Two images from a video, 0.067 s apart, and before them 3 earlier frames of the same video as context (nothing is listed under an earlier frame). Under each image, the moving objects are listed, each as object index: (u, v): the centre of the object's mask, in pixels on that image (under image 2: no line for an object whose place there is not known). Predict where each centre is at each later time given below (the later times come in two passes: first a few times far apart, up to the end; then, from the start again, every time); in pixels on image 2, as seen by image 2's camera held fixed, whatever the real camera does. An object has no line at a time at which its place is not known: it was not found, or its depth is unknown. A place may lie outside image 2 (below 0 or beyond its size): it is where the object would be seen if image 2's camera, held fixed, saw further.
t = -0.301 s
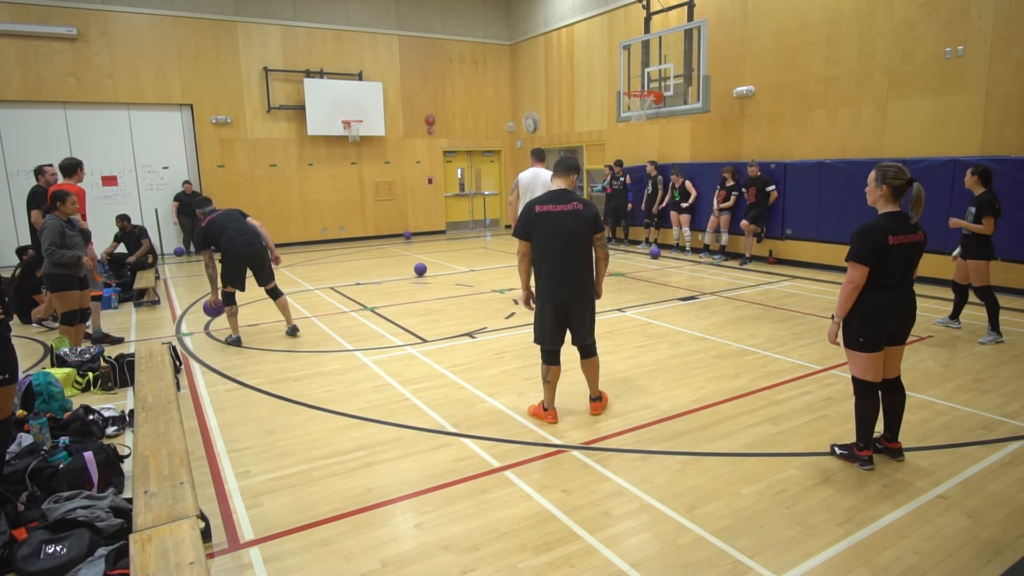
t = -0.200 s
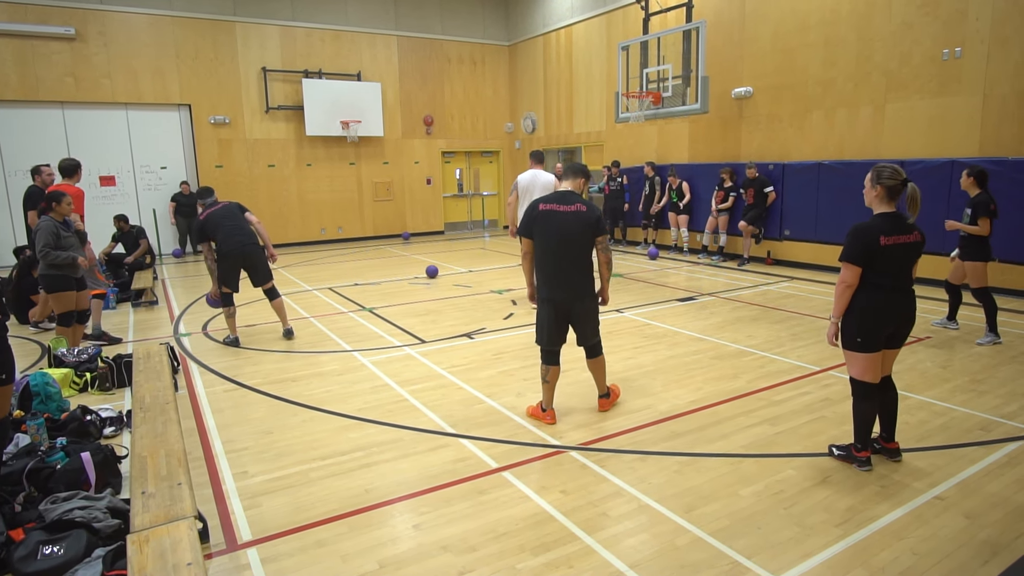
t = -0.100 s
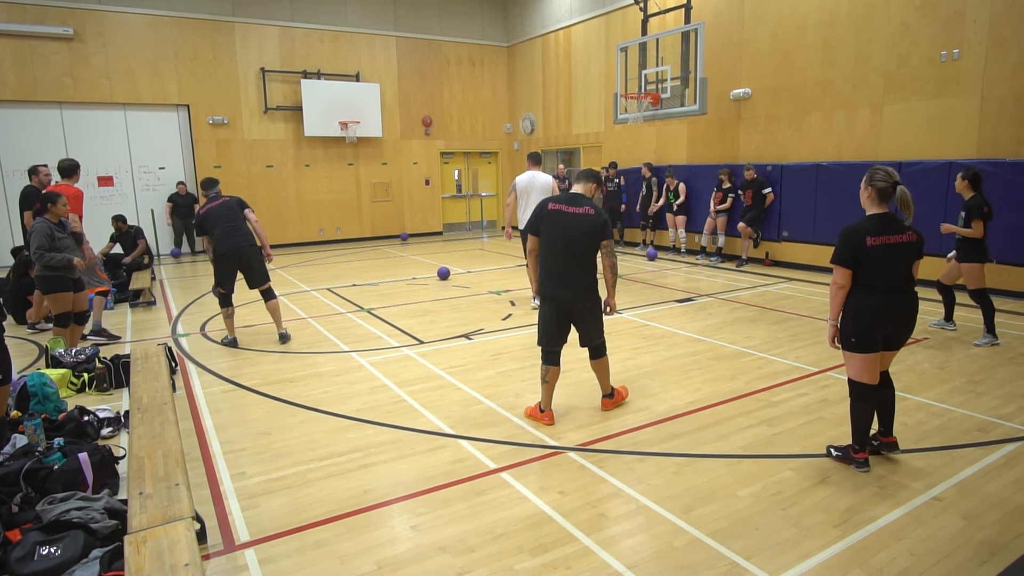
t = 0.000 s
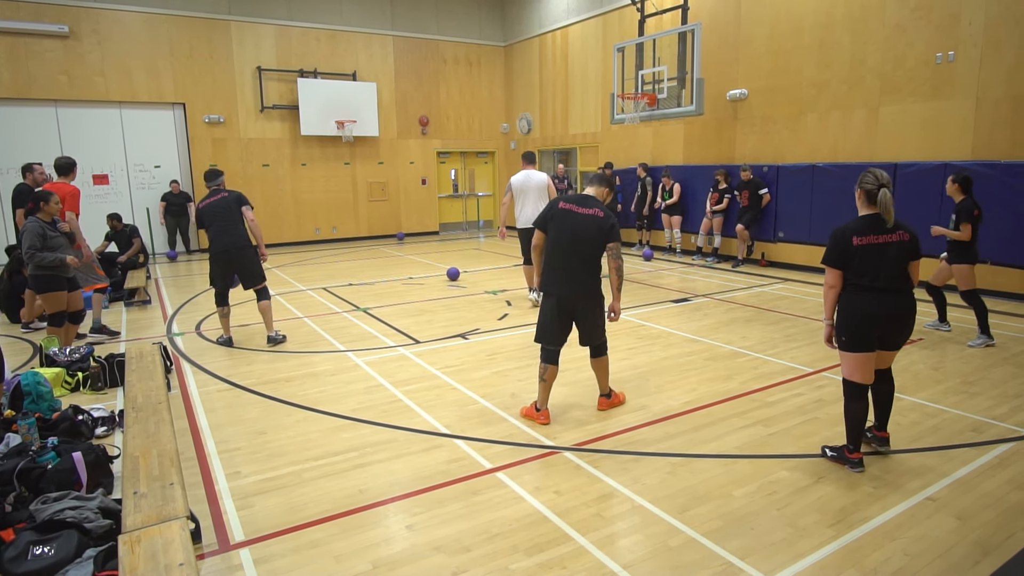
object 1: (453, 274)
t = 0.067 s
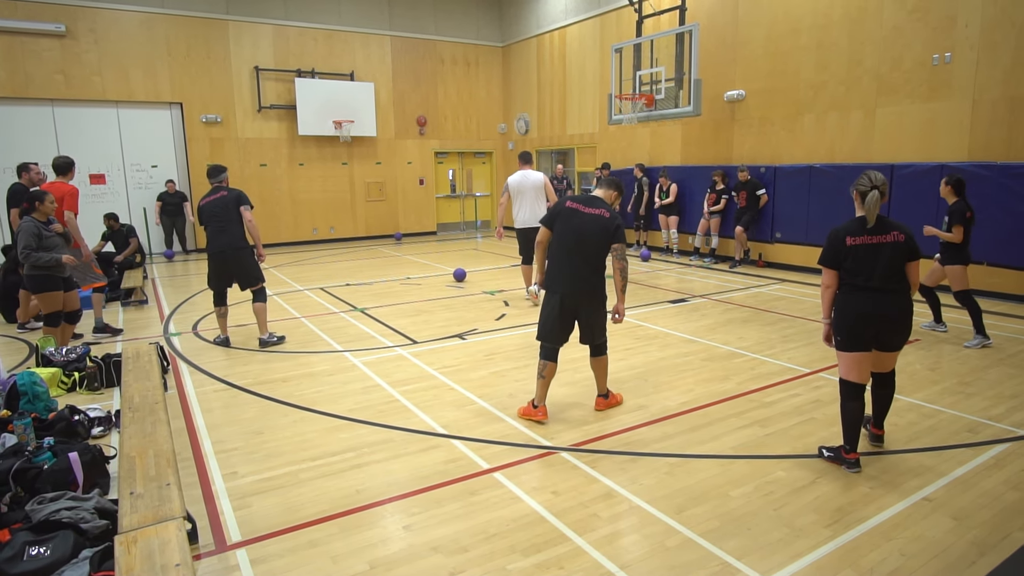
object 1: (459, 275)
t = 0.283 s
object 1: (488, 277)
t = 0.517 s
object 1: (518, 281)
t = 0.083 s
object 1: (462, 275)
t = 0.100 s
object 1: (464, 275)
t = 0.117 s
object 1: (466, 275)
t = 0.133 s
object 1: (468, 276)
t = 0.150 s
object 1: (470, 276)
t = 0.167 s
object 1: (472, 276)
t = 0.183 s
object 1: (475, 276)
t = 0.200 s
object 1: (477, 276)
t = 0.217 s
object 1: (479, 277)
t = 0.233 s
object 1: (481, 277)
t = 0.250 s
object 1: (484, 277)
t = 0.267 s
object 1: (486, 277)
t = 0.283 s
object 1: (488, 277)
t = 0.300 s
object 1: (490, 278)
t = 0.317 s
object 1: (493, 278)
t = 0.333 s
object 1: (495, 278)
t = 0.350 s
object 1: (497, 278)
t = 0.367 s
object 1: (499, 279)
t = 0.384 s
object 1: (501, 279)
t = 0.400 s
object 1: (504, 279)
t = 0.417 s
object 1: (506, 279)
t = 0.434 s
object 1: (508, 279)
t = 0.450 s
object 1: (510, 280)
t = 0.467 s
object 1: (513, 280)
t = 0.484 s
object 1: (515, 280)
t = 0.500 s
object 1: (516, 281)
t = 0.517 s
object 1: (518, 281)
